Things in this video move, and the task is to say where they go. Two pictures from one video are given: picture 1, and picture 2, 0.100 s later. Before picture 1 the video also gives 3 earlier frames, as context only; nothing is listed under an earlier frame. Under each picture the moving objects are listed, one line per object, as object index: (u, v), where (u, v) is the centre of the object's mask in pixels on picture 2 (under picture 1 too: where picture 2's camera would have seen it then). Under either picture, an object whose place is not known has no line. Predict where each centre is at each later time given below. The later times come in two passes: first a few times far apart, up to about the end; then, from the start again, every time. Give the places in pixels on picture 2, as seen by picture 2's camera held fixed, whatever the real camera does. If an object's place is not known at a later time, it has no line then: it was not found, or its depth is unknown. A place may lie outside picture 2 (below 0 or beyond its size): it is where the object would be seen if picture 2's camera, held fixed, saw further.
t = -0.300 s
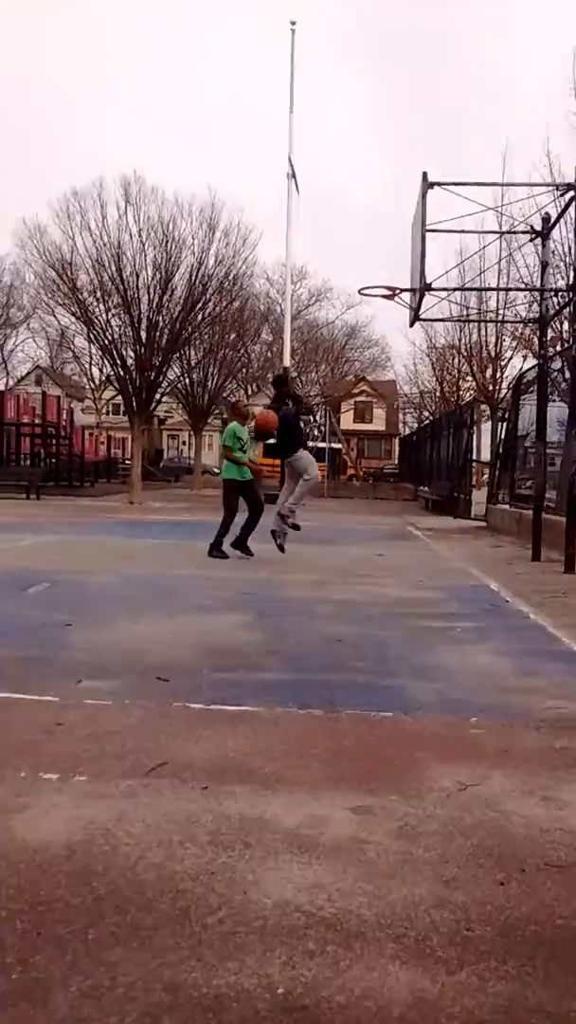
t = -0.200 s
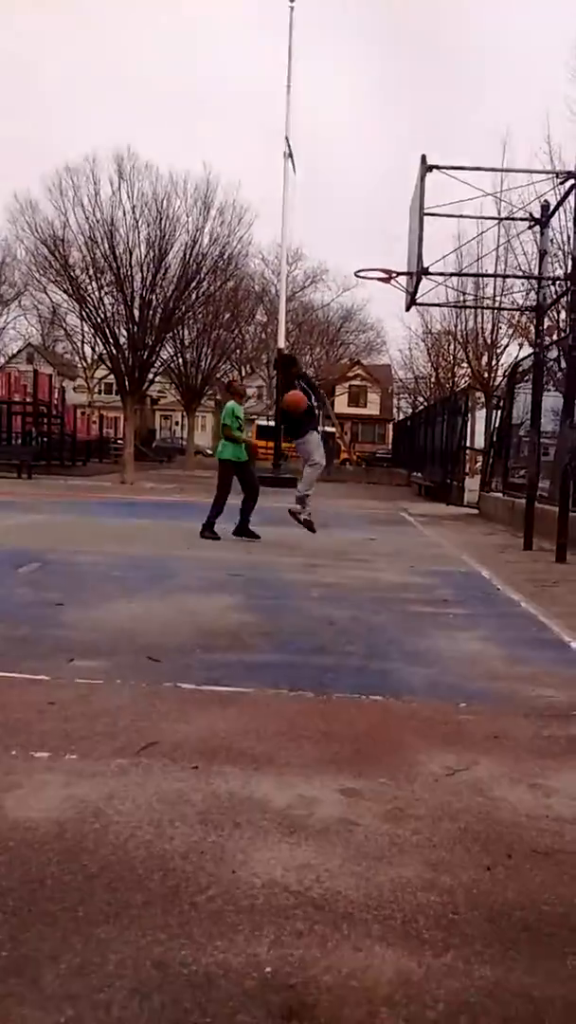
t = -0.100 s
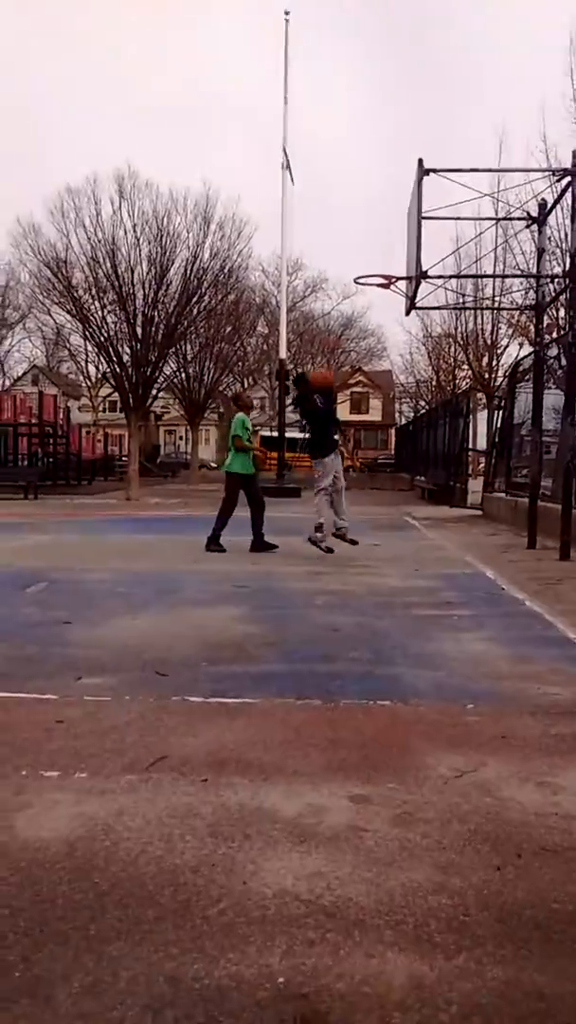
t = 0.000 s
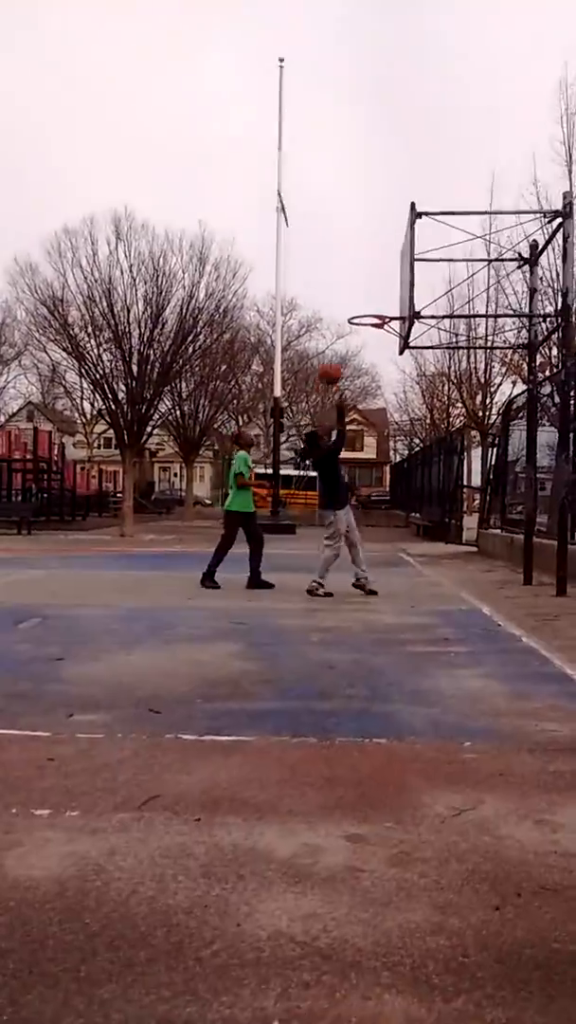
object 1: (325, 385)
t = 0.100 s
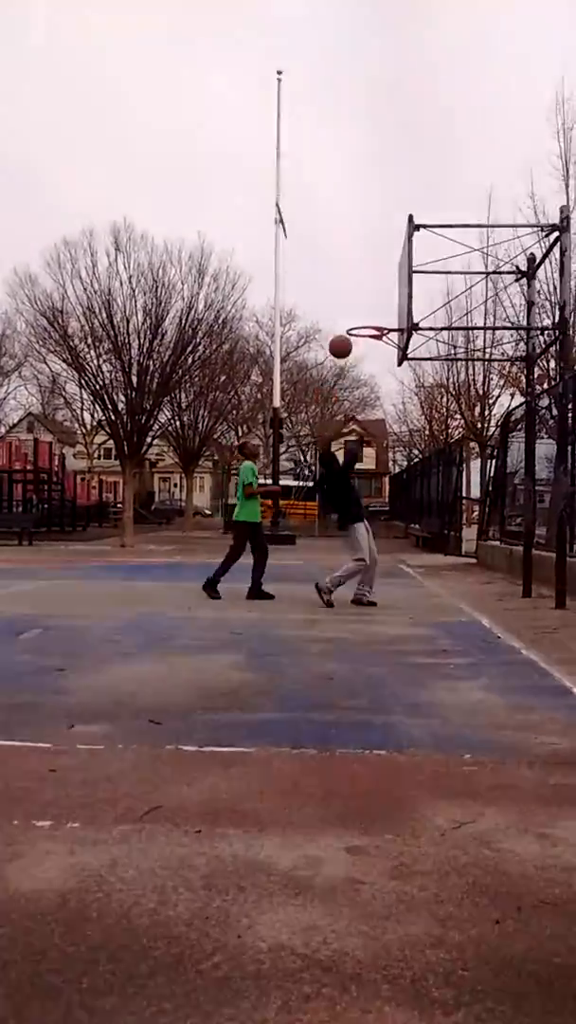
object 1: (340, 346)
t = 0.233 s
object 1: (354, 315)
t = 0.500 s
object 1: (382, 308)
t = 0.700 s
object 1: (384, 341)
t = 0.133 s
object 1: (344, 337)
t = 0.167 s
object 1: (348, 328)
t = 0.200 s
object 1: (351, 321)
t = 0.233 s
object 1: (354, 315)
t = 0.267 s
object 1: (357, 311)
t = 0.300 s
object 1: (361, 307)
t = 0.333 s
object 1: (364, 305)
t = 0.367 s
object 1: (367, 303)
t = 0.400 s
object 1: (371, 302)
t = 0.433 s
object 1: (374, 302)
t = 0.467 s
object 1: (377, 303)
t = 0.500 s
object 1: (382, 308)
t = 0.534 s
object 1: (388, 316)
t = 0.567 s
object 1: (391, 322)
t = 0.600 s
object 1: (391, 326)
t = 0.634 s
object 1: (389, 331)
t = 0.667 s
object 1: (387, 335)
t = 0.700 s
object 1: (384, 341)
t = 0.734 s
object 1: (383, 349)
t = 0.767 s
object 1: (381, 357)
